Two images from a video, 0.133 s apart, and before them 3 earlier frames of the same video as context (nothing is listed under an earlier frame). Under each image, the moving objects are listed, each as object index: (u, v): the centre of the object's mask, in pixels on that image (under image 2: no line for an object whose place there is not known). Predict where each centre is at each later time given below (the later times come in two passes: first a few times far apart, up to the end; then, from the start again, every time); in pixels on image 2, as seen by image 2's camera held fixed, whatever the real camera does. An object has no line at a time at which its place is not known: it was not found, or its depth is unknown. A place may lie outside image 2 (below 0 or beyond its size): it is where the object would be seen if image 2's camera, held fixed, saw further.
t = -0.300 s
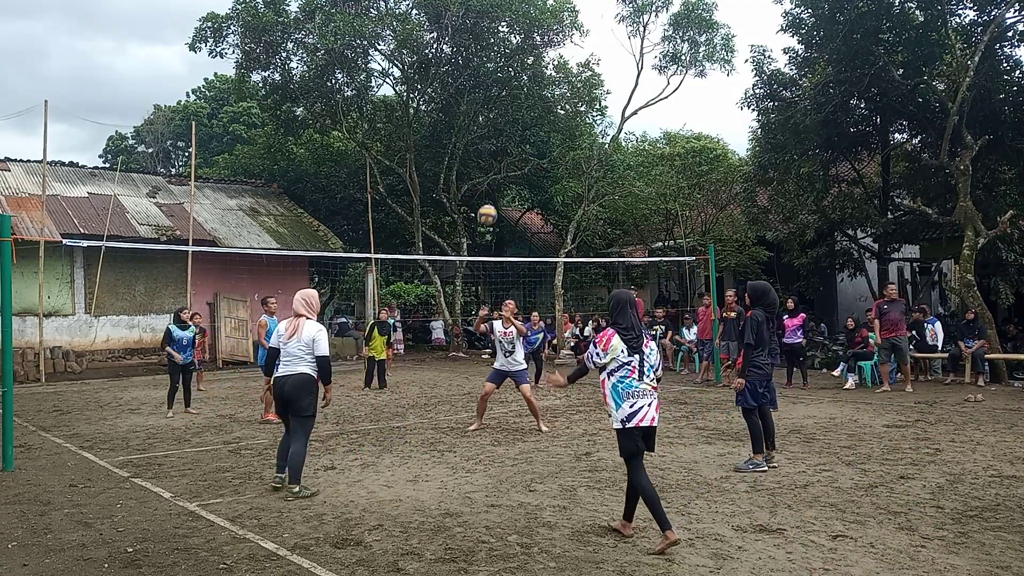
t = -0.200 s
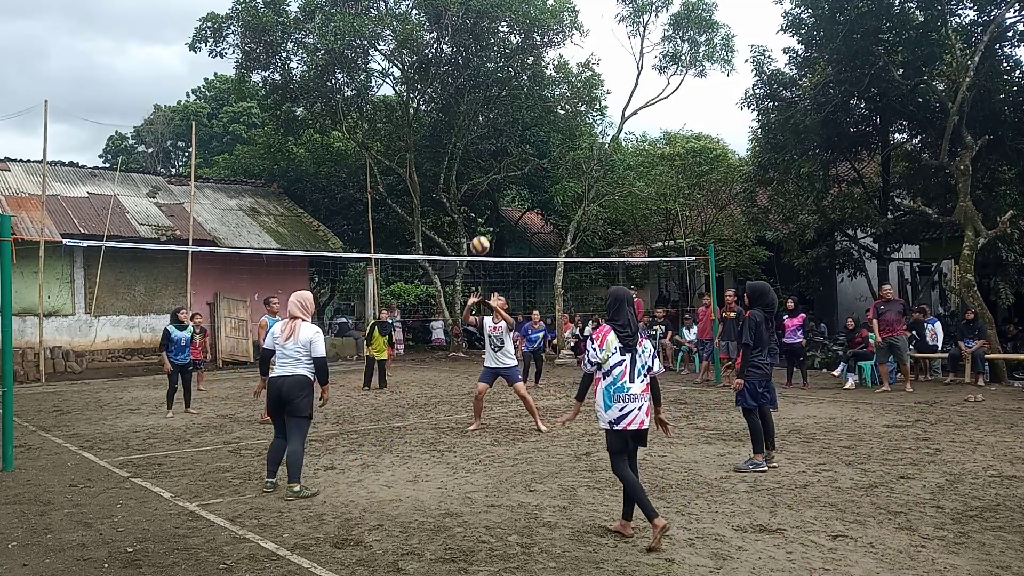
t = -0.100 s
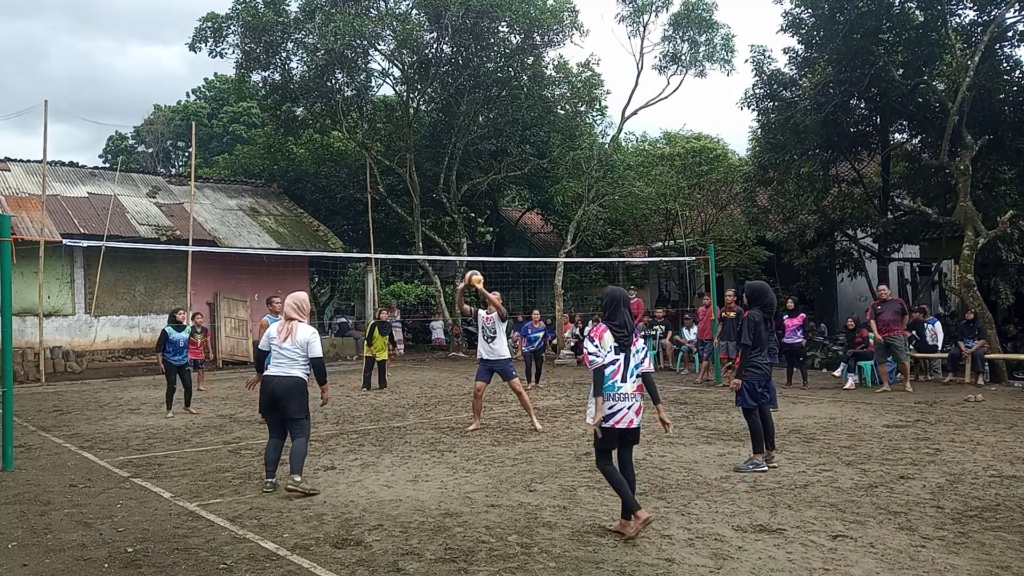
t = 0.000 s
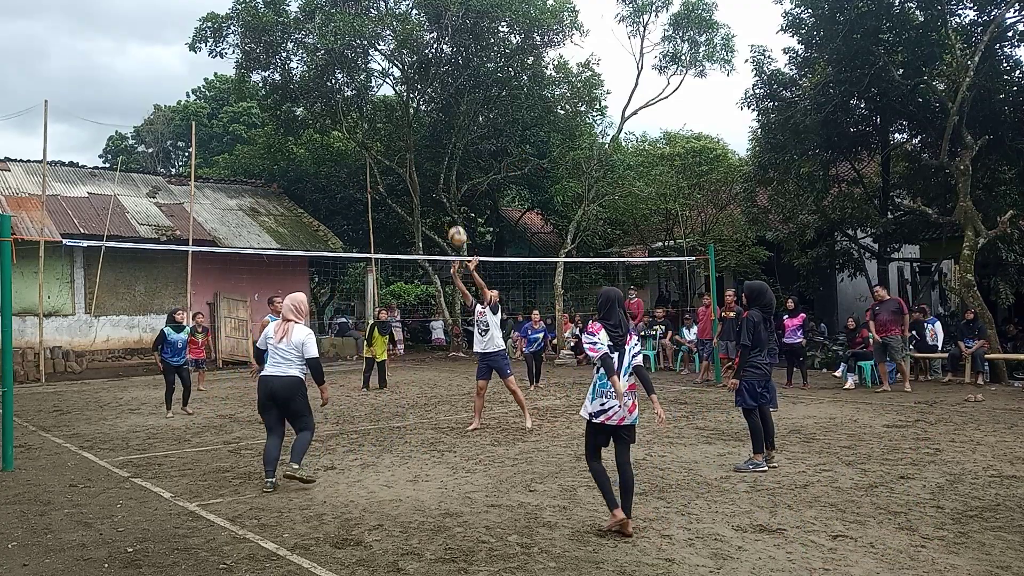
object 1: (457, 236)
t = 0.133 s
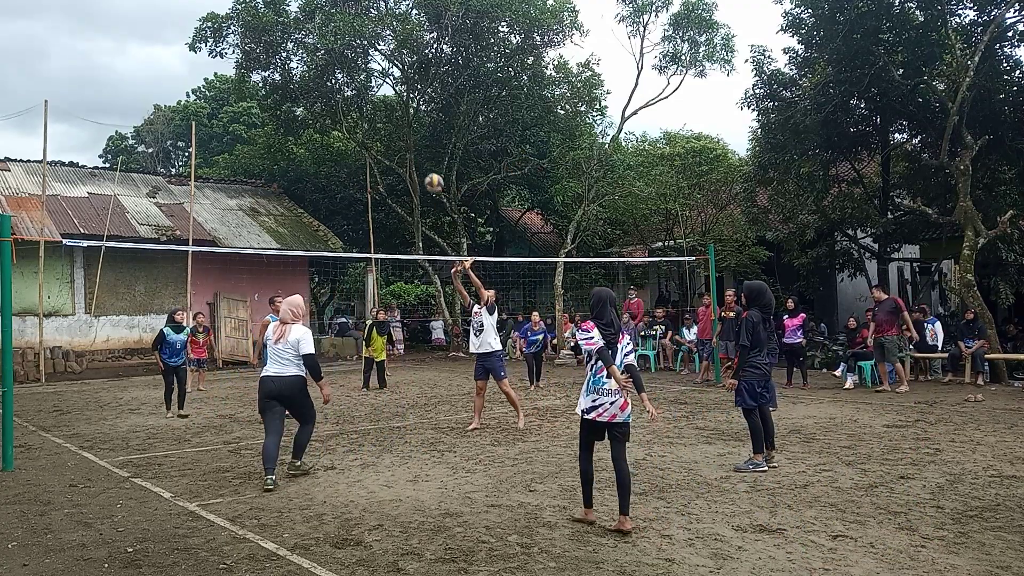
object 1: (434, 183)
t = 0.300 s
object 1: (406, 141)
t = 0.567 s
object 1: (363, 123)
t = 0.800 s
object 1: (329, 156)
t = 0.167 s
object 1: (428, 173)
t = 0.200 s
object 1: (422, 163)
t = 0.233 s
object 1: (417, 155)
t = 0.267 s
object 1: (411, 147)
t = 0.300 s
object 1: (406, 141)
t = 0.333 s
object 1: (400, 135)
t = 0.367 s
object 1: (394, 131)
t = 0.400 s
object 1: (389, 127)
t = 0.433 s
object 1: (384, 124)
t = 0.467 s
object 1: (378, 122)
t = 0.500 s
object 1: (373, 121)
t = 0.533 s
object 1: (368, 122)
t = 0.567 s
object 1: (363, 123)
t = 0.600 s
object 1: (357, 125)
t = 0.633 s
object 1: (353, 128)
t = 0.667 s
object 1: (348, 132)
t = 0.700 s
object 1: (343, 137)
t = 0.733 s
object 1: (338, 142)
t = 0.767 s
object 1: (333, 149)
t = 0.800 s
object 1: (329, 156)
